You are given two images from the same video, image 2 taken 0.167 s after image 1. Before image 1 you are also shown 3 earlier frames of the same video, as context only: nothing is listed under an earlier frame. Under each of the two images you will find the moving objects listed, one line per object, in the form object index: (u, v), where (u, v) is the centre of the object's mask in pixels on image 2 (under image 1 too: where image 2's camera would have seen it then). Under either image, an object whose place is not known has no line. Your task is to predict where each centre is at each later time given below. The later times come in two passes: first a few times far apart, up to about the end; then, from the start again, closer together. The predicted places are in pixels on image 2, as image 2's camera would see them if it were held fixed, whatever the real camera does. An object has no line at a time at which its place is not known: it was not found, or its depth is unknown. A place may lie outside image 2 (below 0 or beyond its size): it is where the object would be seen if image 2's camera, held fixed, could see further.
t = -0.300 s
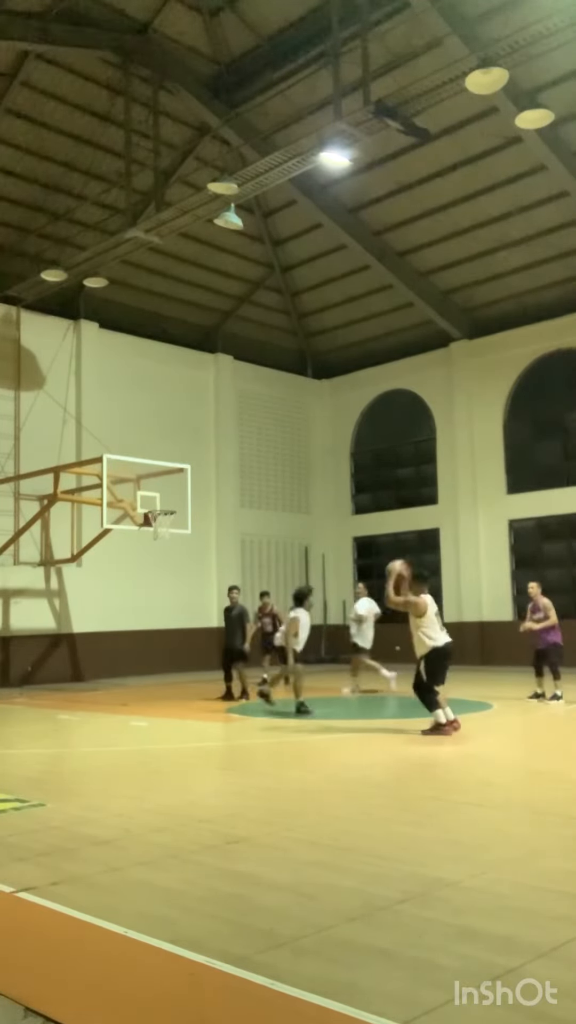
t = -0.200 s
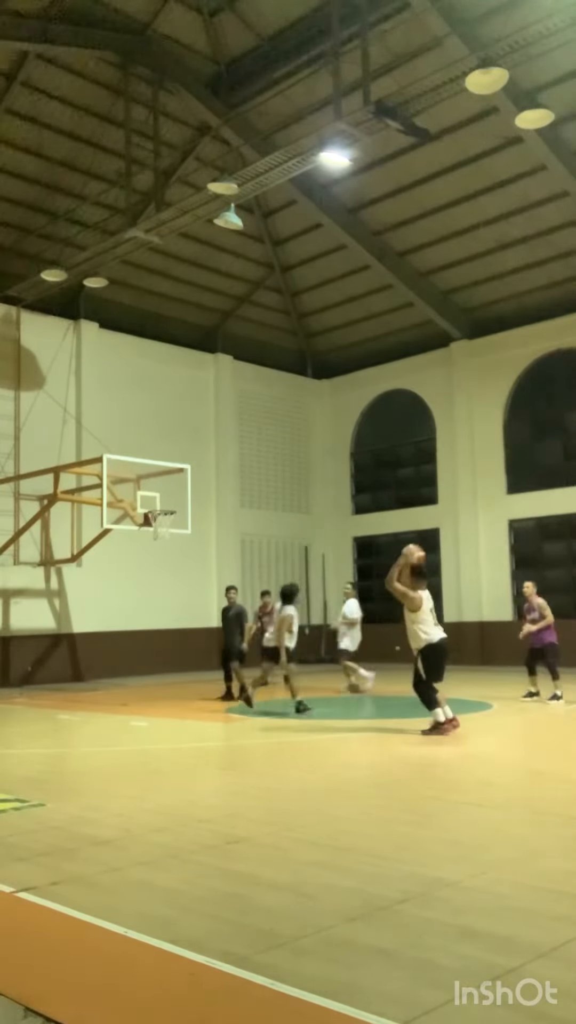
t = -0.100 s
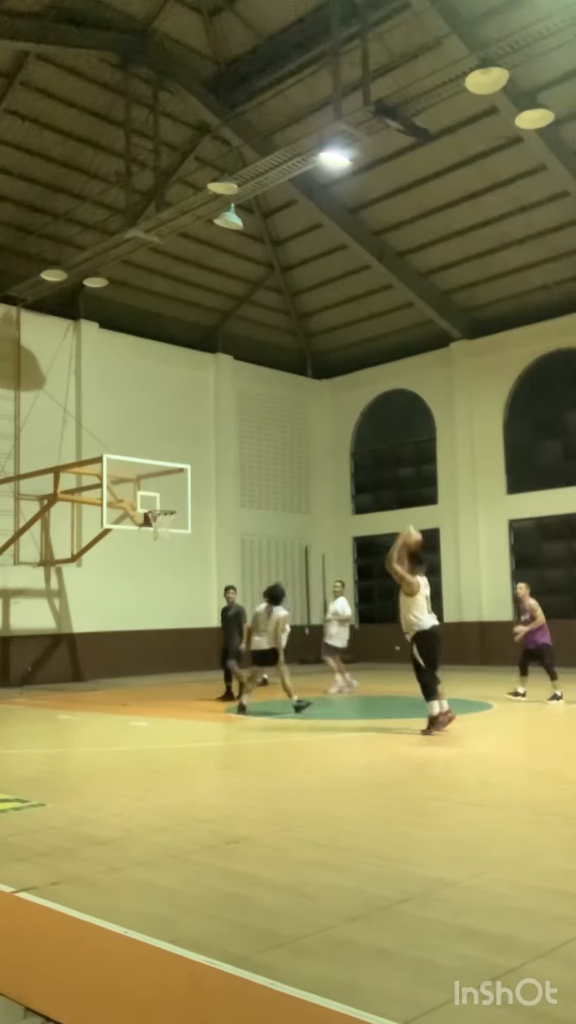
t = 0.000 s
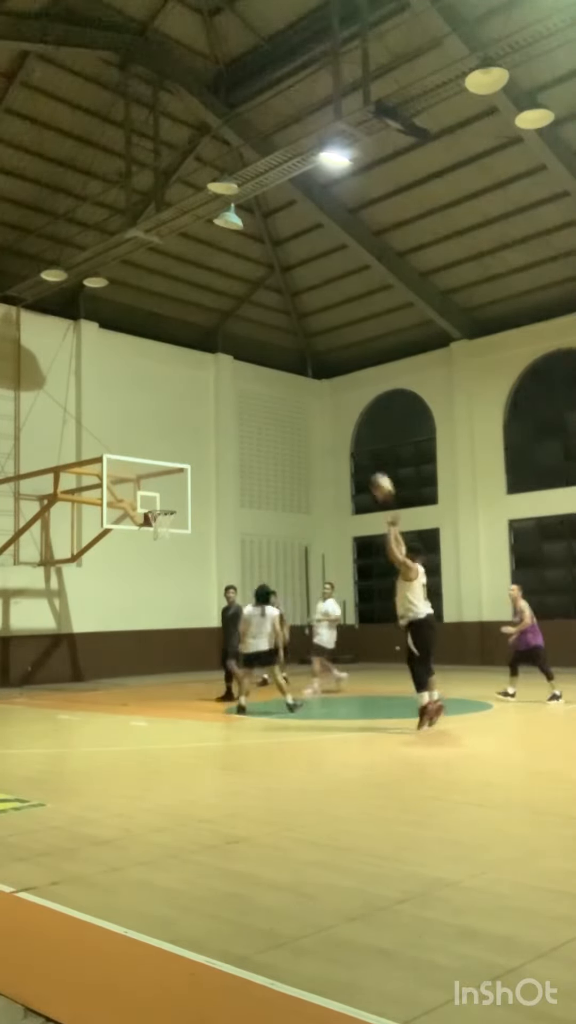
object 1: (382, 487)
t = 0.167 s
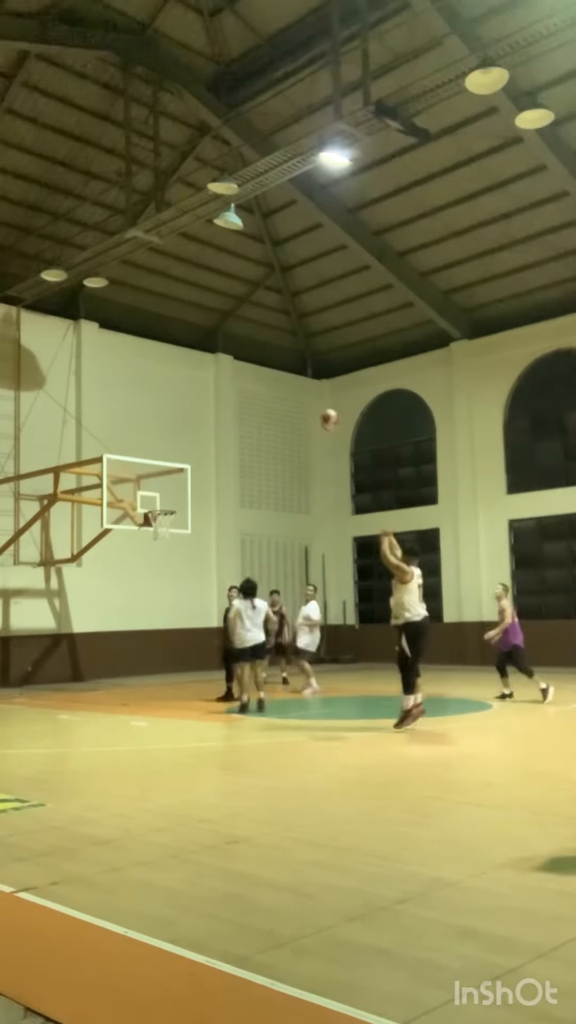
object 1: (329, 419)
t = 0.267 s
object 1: (304, 395)
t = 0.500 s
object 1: (253, 375)
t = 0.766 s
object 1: (207, 396)
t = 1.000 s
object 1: (174, 445)
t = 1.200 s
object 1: (149, 504)
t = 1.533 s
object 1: (138, 466)
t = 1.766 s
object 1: (144, 472)
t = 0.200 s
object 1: (320, 409)
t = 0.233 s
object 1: (313, 401)
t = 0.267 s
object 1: (304, 395)
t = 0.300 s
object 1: (297, 389)
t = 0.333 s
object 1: (289, 385)
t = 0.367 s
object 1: (281, 381)
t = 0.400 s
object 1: (273, 378)
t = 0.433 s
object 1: (266, 376)
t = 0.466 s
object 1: (260, 375)
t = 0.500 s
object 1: (253, 375)
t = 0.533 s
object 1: (246, 375)
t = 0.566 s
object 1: (241, 376)
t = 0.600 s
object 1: (235, 378)
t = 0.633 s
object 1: (229, 380)
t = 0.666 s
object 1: (223, 384)
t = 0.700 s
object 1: (217, 387)
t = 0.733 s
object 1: (212, 391)
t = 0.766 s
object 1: (207, 396)
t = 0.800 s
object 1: (202, 401)
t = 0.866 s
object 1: (192, 414)
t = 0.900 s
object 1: (187, 421)
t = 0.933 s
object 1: (183, 429)
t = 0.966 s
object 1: (178, 436)
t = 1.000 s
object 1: (174, 445)
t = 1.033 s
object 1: (169, 454)
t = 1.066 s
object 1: (165, 463)
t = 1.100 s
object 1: (161, 474)
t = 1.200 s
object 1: (149, 504)
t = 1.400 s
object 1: (135, 476)
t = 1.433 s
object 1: (135, 472)
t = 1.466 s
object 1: (137, 470)
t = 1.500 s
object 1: (137, 468)
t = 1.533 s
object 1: (138, 466)
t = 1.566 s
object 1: (139, 464)
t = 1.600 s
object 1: (140, 464)
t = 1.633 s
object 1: (141, 464)
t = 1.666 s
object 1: (142, 465)
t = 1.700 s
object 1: (142, 466)
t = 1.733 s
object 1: (143, 468)
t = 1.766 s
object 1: (144, 472)
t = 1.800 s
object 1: (145, 476)
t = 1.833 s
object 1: (146, 479)
